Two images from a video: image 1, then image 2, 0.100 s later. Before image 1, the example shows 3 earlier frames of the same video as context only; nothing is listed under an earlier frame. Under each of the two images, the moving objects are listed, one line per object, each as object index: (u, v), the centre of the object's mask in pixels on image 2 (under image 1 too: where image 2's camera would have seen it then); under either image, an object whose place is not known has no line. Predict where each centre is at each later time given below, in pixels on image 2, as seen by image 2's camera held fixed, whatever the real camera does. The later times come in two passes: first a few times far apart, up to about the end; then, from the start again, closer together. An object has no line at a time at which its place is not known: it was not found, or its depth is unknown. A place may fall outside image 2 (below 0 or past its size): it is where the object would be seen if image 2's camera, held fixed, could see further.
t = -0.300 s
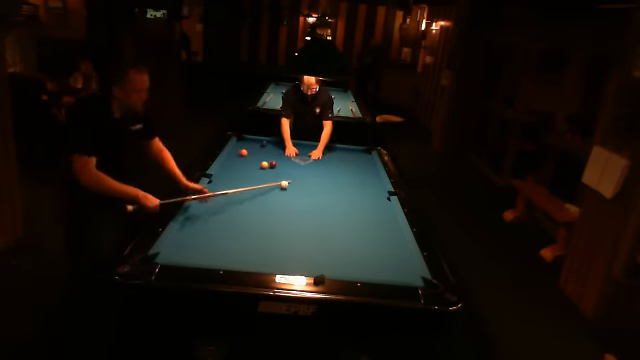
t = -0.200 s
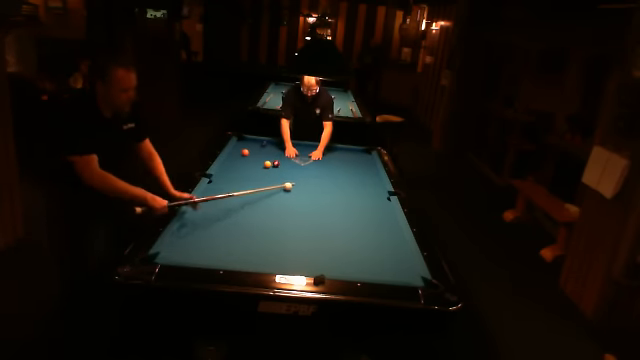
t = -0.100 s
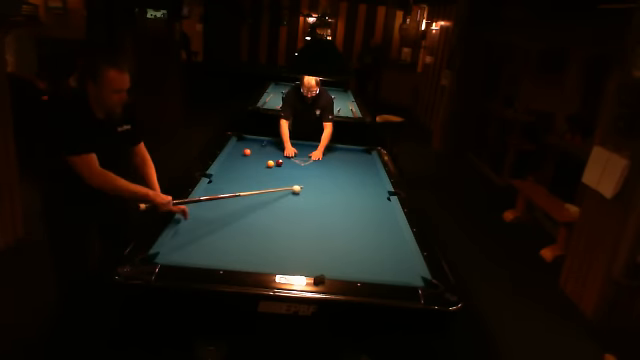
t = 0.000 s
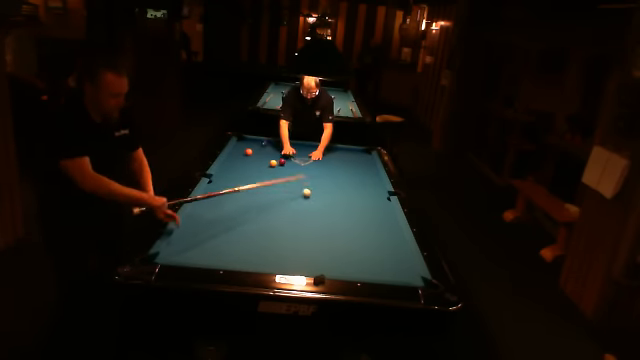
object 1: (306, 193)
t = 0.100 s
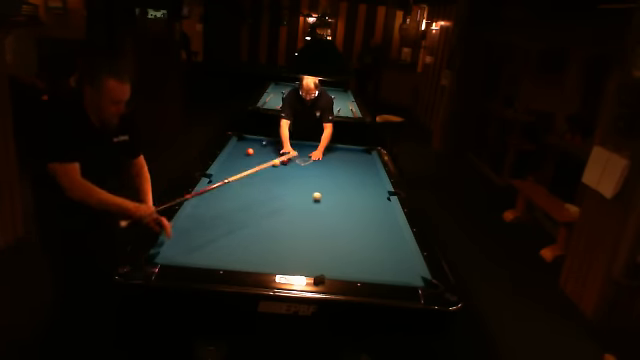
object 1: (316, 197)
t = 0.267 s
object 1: (334, 203)
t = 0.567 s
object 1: (367, 214)
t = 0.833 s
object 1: (394, 224)
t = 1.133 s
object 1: (379, 228)
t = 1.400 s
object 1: (366, 232)
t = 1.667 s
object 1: (353, 236)
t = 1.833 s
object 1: (345, 238)
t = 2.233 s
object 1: (327, 245)
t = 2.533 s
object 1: (312, 249)
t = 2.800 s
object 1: (301, 253)
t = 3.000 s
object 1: (291, 256)
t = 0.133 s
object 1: (320, 198)
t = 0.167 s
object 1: (323, 199)
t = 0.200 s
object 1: (327, 200)
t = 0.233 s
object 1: (331, 201)
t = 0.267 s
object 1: (334, 203)
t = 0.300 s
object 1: (337, 204)
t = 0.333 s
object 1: (341, 205)
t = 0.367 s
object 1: (345, 206)
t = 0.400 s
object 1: (348, 207)
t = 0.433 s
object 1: (352, 209)
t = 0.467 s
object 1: (355, 210)
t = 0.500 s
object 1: (359, 211)
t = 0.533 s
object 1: (363, 212)
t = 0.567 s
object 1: (367, 214)
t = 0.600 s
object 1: (370, 215)
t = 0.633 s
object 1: (374, 216)
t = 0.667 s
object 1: (378, 218)
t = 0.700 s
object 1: (382, 219)
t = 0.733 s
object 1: (385, 220)
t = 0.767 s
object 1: (389, 222)
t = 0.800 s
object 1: (393, 223)
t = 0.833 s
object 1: (394, 224)
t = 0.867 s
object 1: (392, 224)
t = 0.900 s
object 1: (390, 225)
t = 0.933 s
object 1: (388, 225)
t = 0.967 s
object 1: (387, 226)
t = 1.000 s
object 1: (385, 226)
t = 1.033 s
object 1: (383, 227)
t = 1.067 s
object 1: (382, 227)
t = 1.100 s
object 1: (380, 228)
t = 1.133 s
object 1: (379, 228)
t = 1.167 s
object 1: (377, 229)
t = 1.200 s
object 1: (375, 229)
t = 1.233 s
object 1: (374, 230)
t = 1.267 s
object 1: (372, 230)
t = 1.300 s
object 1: (371, 231)
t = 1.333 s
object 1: (369, 231)
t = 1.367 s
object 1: (367, 232)
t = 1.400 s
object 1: (366, 232)
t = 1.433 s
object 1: (364, 233)
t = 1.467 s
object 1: (363, 232)
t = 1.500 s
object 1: (362, 234)
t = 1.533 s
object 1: (359, 234)
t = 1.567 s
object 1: (358, 234)
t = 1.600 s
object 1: (356, 235)
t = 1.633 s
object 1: (355, 236)
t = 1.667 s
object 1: (353, 236)
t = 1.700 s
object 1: (351, 237)
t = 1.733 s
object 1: (350, 237)
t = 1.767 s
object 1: (348, 237)
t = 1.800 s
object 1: (347, 238)
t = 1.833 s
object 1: (345, 238)
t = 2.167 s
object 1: (326, 241)
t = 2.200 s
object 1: (328, 244)
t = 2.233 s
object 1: (327, 245)
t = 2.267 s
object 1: (325, 245)
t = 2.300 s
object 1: (323, 246)
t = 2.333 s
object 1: (322, 246)
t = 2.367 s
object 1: (320, 247)
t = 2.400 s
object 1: (319, 248)
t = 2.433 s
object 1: (317, 248)
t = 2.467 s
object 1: (315, 248)
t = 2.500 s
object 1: (314, 249)
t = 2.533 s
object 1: (312, 249)
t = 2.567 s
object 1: (311, 250)
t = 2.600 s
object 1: (309, 250)
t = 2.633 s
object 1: (308, 251)
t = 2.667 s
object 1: (306, 251)
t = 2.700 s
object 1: (305, 251)
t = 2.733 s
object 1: (303, 252)
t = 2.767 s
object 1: (302, 252)
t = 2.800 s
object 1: (301, 253)
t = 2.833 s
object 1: (299, 253)
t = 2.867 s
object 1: (297, 254)
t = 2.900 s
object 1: (296, 254)
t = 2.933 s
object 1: (294, 255)
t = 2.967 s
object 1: (293, 256)
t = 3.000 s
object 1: (291, 256)
